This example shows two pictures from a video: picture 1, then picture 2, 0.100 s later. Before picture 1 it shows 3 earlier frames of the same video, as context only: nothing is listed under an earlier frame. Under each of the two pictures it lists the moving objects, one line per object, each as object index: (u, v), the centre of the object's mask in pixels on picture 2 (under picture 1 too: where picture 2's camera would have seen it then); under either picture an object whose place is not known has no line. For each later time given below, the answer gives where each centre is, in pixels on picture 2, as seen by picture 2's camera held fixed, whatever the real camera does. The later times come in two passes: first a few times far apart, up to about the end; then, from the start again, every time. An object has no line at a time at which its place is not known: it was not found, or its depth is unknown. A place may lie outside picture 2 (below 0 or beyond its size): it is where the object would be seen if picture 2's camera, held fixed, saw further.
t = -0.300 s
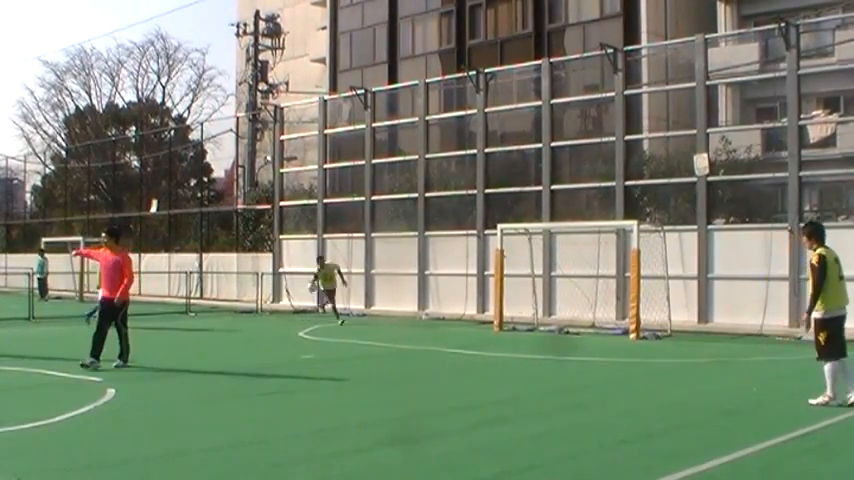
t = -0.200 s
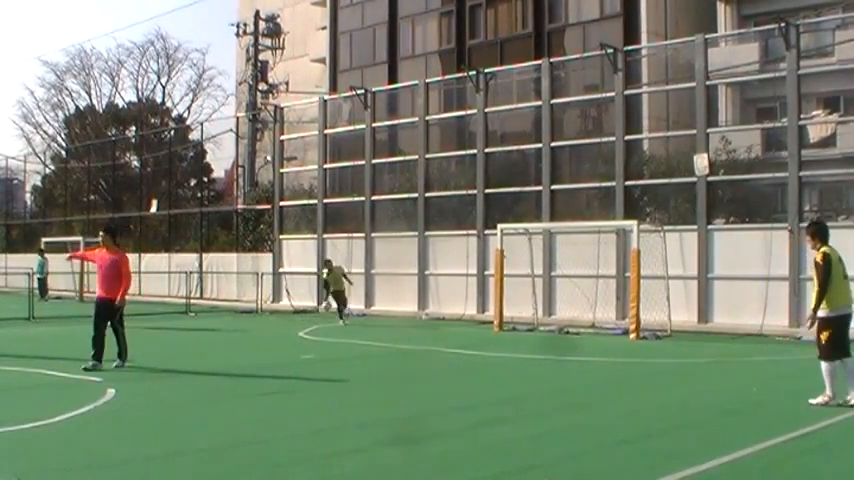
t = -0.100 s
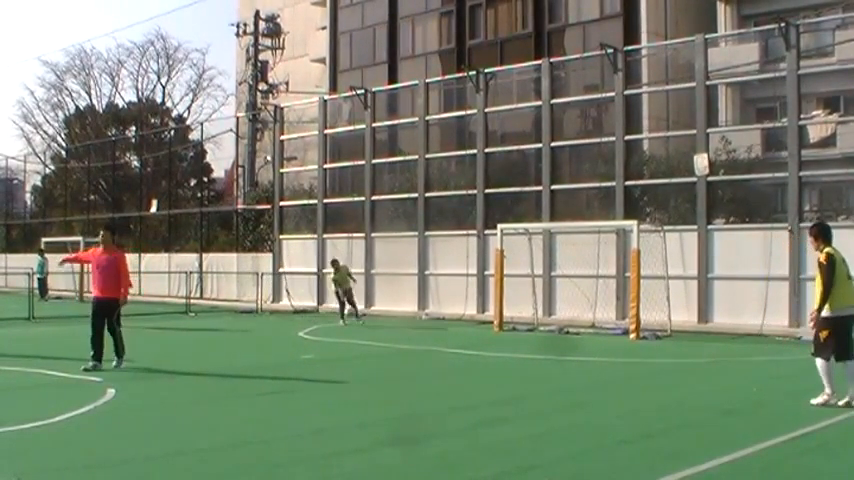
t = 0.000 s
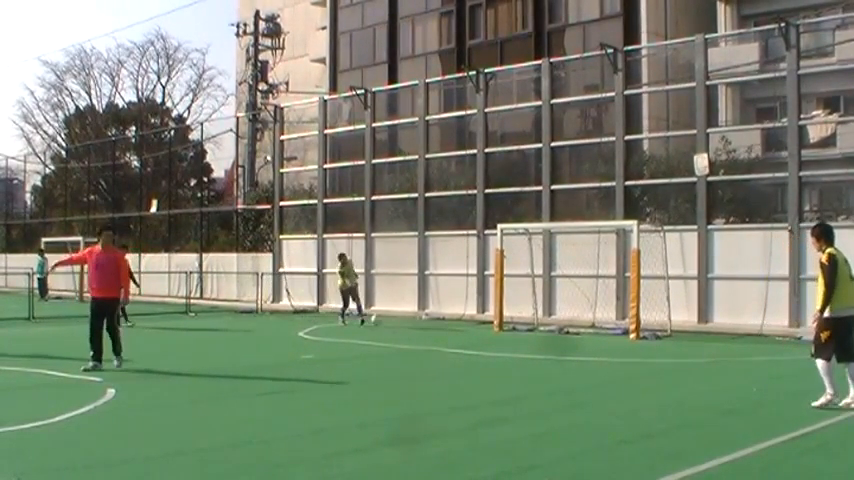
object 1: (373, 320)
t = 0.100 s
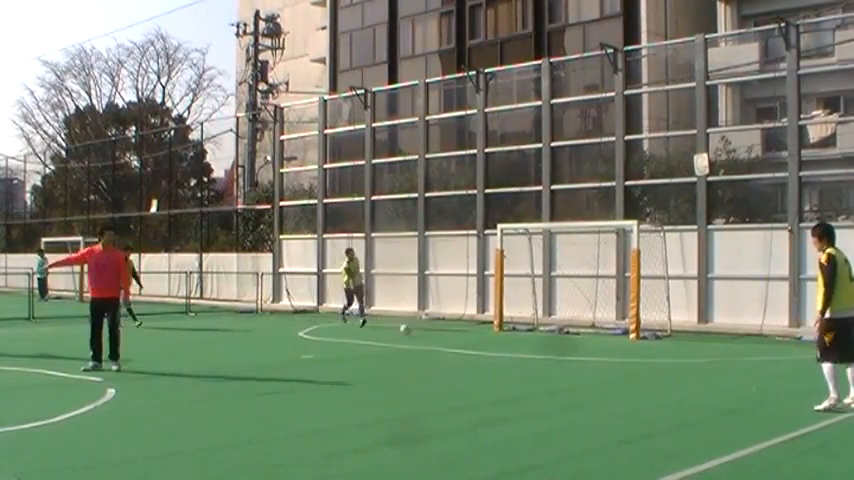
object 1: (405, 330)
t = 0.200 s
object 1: (432, 324)
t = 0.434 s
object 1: (511, 339)
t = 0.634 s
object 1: (582, 347)
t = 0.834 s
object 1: (659, 363)
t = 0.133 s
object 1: (414, 326)
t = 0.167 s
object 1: (422, 324)
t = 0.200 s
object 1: (432, 324)
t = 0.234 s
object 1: (443, 325)
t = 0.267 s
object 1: (454, 325)
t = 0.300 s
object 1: (465, 325)
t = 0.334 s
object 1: (476, 327)
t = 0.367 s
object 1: (487, 330)
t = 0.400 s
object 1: (498, 334)
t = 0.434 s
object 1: (511, 339)
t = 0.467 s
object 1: (526, 346)
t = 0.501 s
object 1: (537, 349)
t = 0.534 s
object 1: (547, 347)
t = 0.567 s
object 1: (558, 346)
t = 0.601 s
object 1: (570, 346)
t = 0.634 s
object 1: (582, 347)
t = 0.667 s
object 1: (594, 349)
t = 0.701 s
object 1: (607, 352)
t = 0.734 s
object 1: (620, 356)
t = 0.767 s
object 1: (633, 361)
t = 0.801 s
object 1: (648, 365)
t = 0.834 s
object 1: (659, 363)
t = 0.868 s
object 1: (676, 362)
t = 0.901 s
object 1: (690, 362)
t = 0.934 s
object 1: (705, 363)
